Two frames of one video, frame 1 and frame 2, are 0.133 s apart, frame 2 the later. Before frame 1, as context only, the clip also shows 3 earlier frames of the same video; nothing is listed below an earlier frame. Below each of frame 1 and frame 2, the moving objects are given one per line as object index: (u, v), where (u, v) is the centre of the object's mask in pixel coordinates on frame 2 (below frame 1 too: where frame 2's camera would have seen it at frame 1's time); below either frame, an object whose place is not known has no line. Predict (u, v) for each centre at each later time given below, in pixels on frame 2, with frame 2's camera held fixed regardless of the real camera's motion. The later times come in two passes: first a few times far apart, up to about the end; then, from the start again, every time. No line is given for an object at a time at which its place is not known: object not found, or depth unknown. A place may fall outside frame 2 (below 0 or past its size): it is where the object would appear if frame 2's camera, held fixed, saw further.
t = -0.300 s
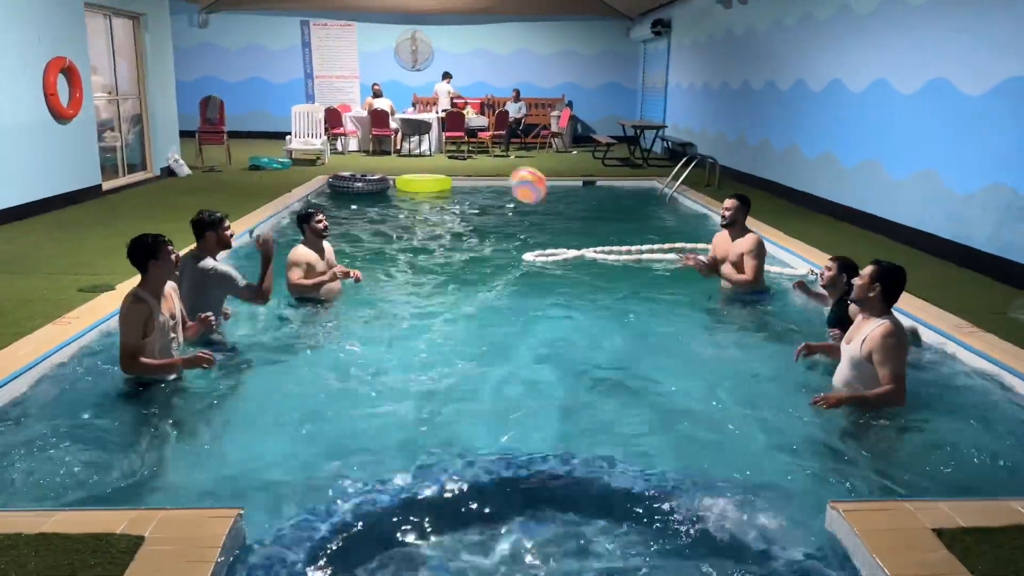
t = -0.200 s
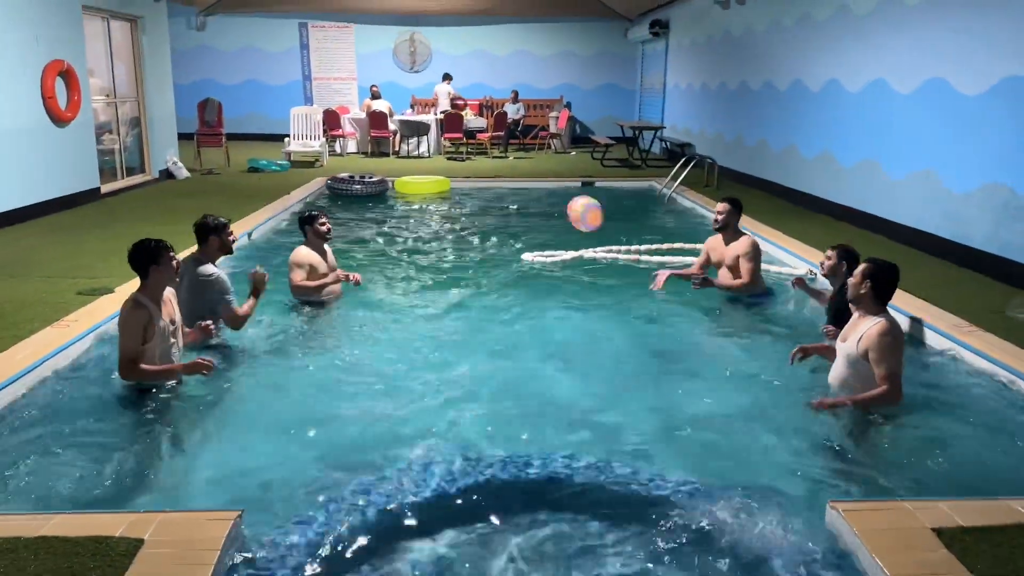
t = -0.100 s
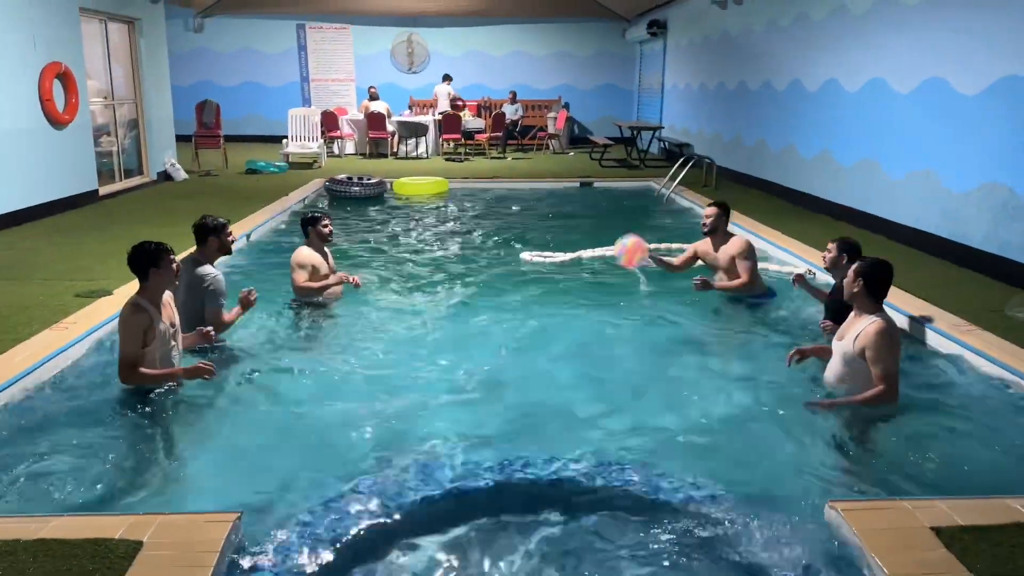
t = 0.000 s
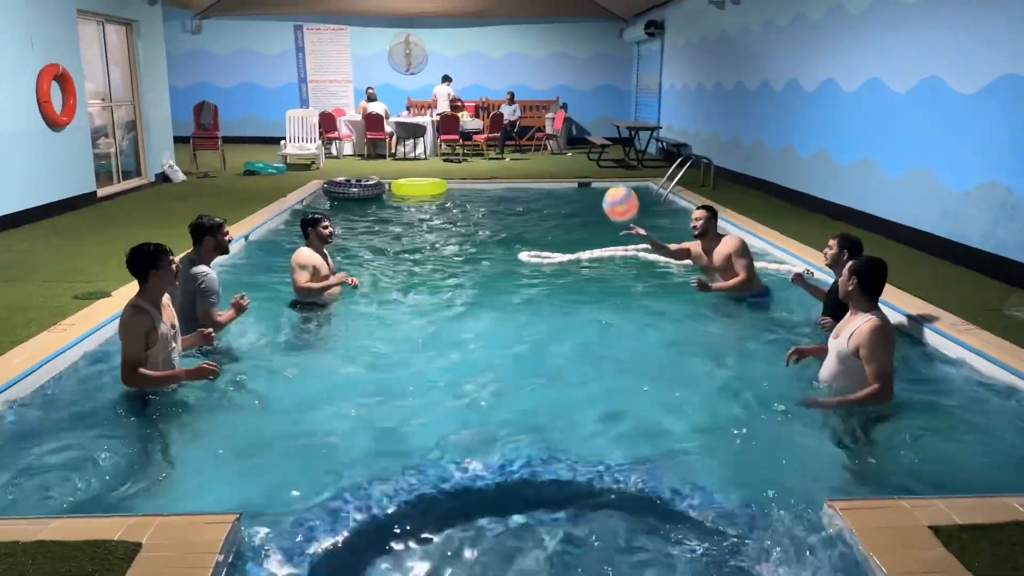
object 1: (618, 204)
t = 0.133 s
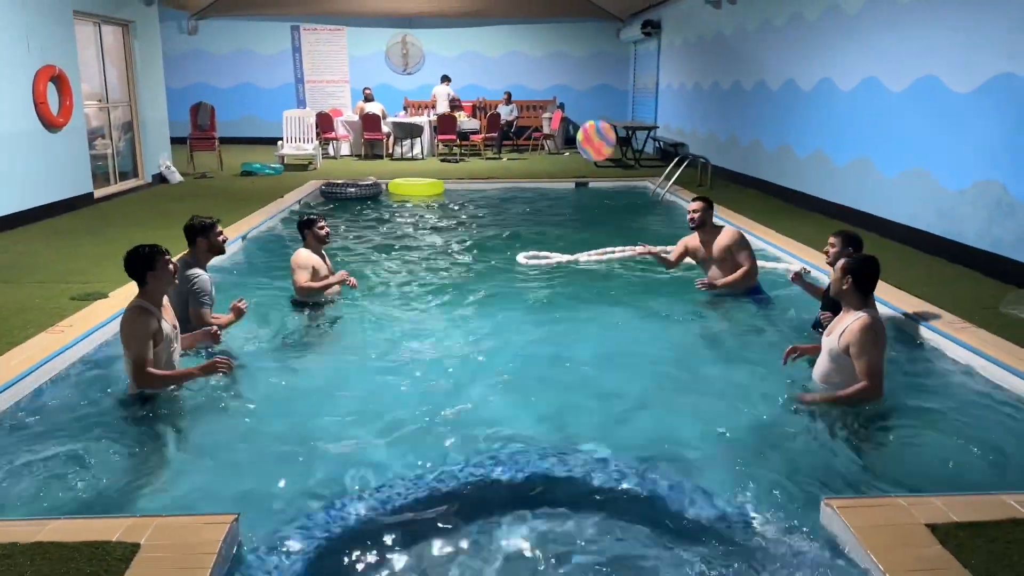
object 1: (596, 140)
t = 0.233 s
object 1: (572, 107)
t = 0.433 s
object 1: (517, 91)
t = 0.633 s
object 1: (453, 154)
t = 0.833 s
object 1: (393, 312)
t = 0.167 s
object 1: (590, 129)
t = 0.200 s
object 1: (582, 117)
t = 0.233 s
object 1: (572, 107)
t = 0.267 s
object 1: (566, 99)
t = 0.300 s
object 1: (557, 93)
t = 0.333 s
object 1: (547, 90)
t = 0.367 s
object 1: (539, 89)
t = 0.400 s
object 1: (528, 90)
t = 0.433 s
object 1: (517, 91)
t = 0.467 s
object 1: (508, 95)
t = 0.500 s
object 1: (496, 103)
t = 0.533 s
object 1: (485, 112)
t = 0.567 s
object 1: (475, 123)
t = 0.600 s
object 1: (463, 138)
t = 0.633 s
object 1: (453, 154)
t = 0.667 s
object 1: (444, 172)
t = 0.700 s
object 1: (433, 195)
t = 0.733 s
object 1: (422, 220)
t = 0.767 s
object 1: (413, 246)
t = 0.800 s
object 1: (403, 280)
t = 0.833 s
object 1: (393, 312)
